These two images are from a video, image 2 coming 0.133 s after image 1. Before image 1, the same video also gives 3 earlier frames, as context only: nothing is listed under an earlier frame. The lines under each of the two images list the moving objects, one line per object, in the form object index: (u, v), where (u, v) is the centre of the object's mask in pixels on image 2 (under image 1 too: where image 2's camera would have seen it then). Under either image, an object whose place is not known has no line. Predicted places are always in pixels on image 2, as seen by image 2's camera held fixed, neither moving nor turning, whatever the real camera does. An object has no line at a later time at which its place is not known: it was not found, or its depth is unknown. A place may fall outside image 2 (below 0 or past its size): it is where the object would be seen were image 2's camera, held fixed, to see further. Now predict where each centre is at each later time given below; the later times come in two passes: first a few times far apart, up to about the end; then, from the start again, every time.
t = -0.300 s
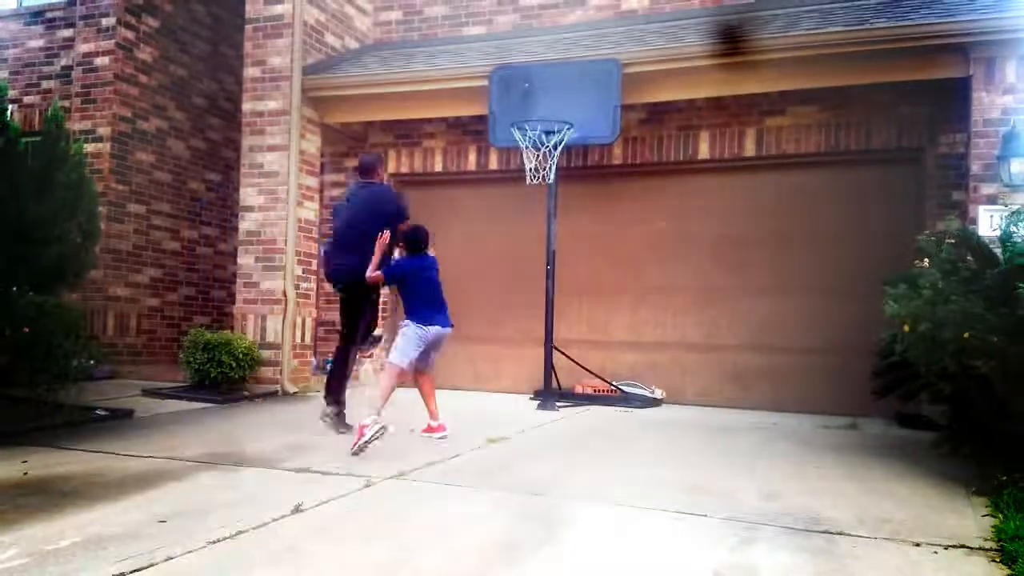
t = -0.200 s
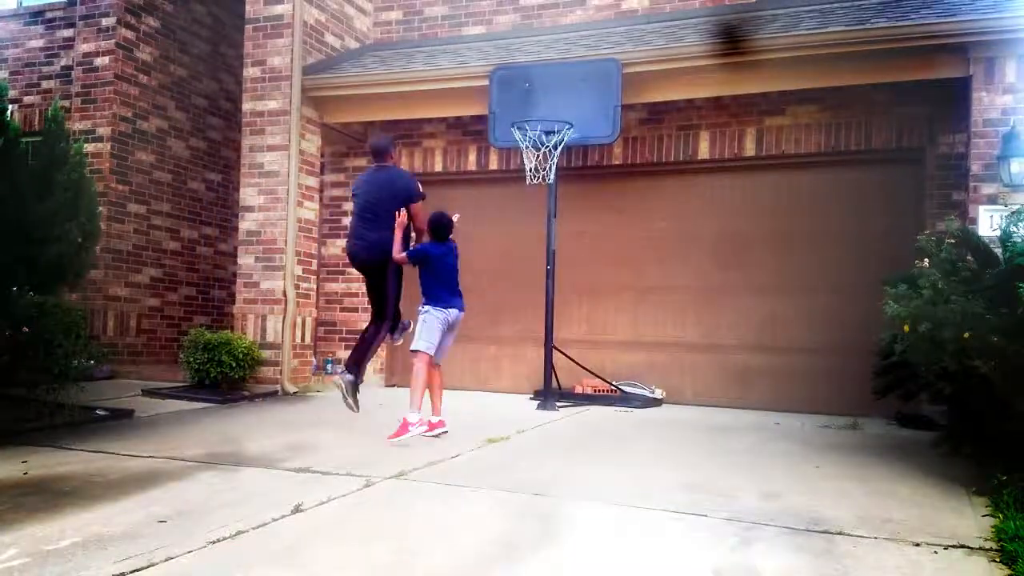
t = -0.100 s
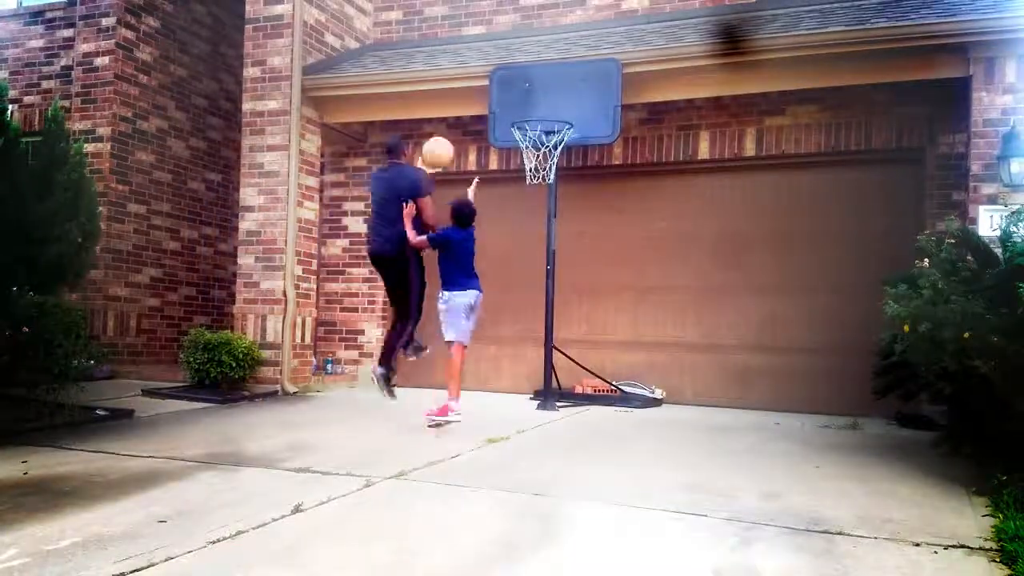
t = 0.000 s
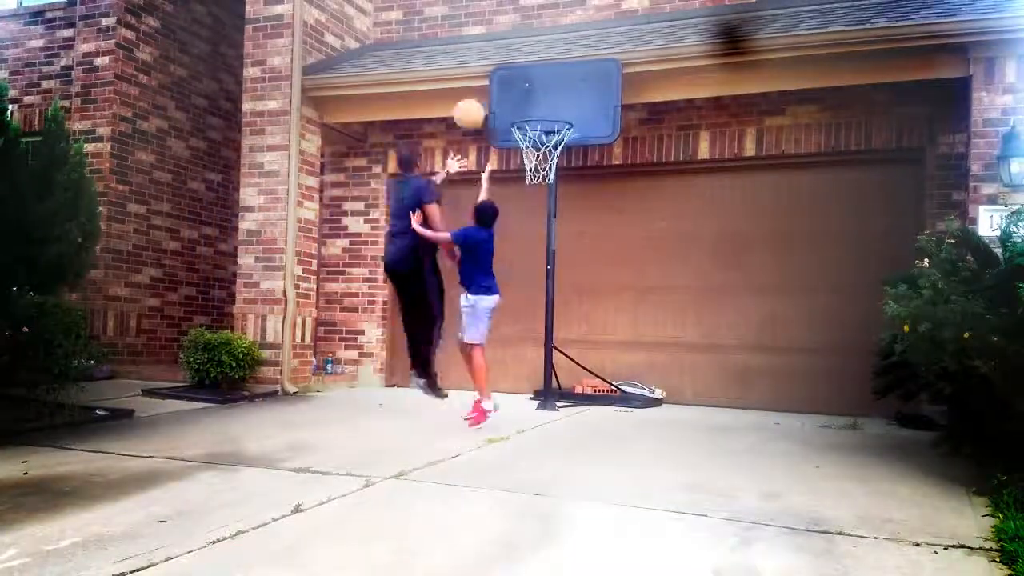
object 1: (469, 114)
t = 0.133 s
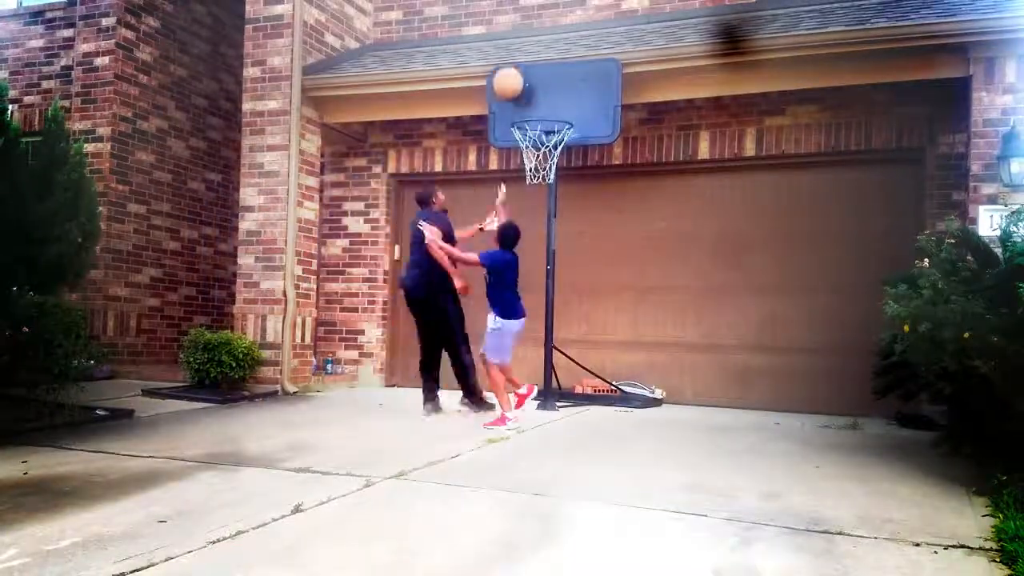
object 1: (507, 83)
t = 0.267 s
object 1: (532, 70)
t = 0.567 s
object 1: (566, 107)
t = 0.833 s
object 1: (572, 74)
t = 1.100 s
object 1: (581, 121)
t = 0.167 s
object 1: (517, 79)
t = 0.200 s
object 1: (523, 75)
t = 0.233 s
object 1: (527, 72)
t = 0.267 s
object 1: (532, 70)
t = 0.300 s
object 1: (535, 70)
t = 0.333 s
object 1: (540, 71)
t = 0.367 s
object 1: (544, 73)
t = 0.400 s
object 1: (548, 76)
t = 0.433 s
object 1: (552, 81)
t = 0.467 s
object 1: (557, 88)
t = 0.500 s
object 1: (561, 97)
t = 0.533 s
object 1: (565, 106)
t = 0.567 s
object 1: (566, 107)
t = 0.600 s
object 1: (567, 98)
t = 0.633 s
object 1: (568, 90)
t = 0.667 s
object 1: (569, 84)
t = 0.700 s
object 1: (570, 79)
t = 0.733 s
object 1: (570, 75)
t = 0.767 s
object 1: (571, 74)
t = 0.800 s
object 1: (571, 73)
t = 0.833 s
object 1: (572, 74)
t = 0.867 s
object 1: (572, 76)
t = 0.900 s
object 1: (572, 80)
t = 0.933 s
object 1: (572, 85)
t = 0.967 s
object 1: (573, 91)
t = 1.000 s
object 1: (573, 99)
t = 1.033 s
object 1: (573, 109)
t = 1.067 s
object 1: (576, 114)
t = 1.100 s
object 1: (581, 121)
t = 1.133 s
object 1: (586, 128)
